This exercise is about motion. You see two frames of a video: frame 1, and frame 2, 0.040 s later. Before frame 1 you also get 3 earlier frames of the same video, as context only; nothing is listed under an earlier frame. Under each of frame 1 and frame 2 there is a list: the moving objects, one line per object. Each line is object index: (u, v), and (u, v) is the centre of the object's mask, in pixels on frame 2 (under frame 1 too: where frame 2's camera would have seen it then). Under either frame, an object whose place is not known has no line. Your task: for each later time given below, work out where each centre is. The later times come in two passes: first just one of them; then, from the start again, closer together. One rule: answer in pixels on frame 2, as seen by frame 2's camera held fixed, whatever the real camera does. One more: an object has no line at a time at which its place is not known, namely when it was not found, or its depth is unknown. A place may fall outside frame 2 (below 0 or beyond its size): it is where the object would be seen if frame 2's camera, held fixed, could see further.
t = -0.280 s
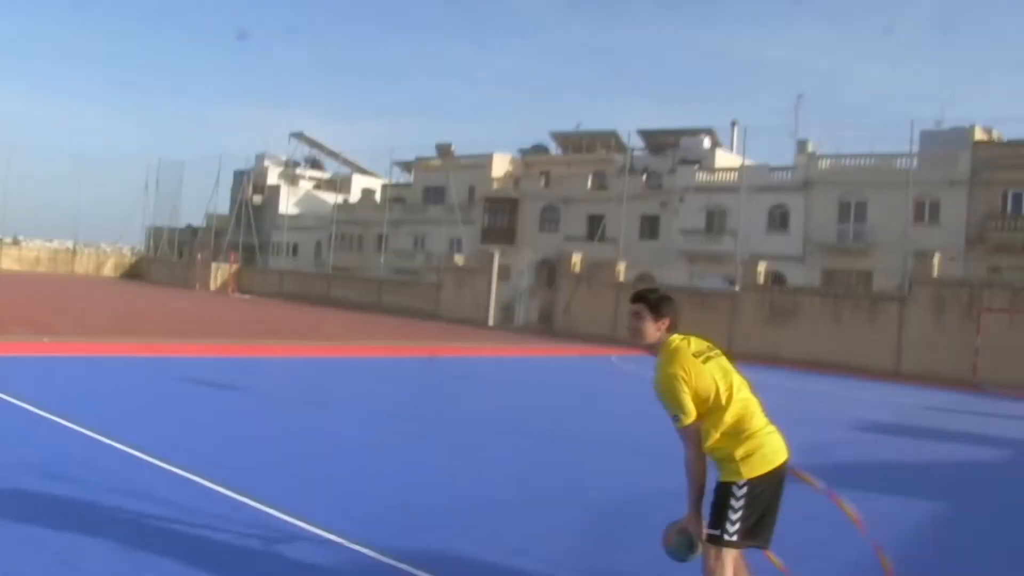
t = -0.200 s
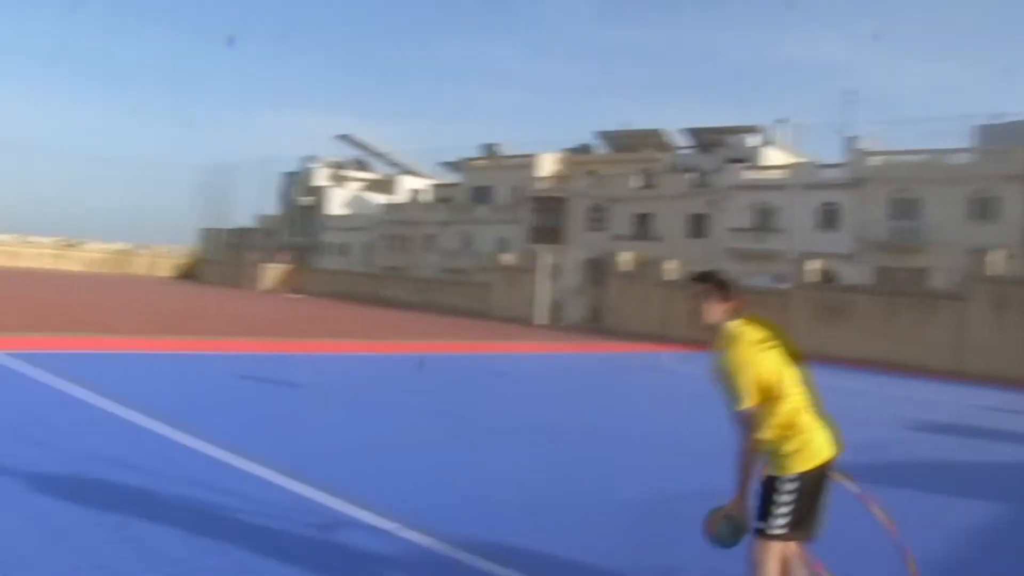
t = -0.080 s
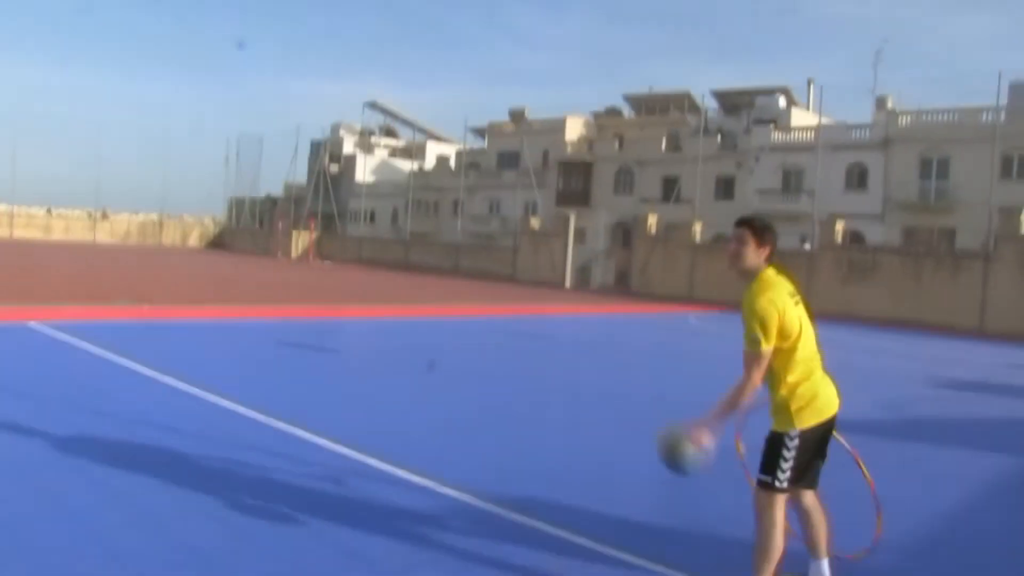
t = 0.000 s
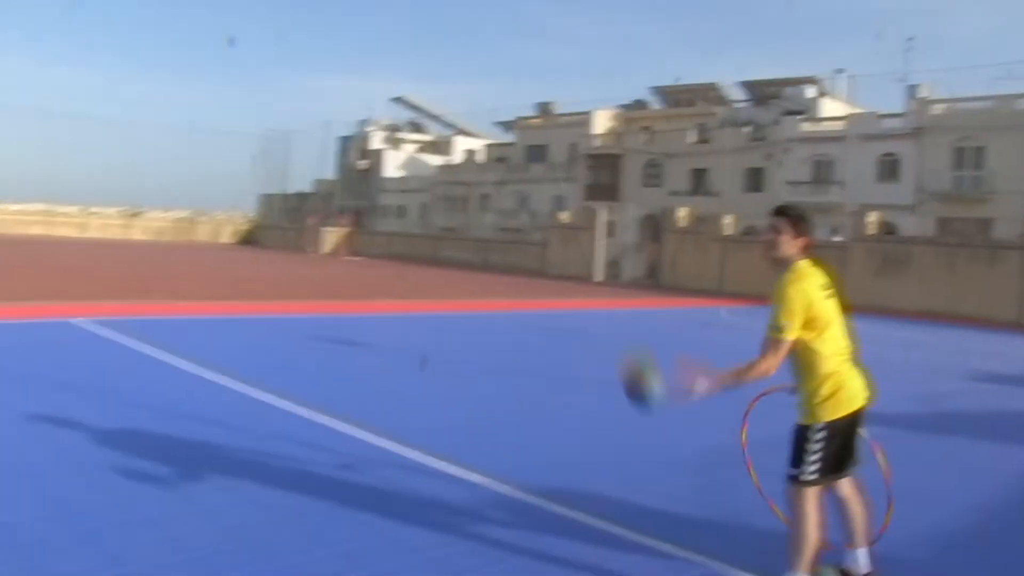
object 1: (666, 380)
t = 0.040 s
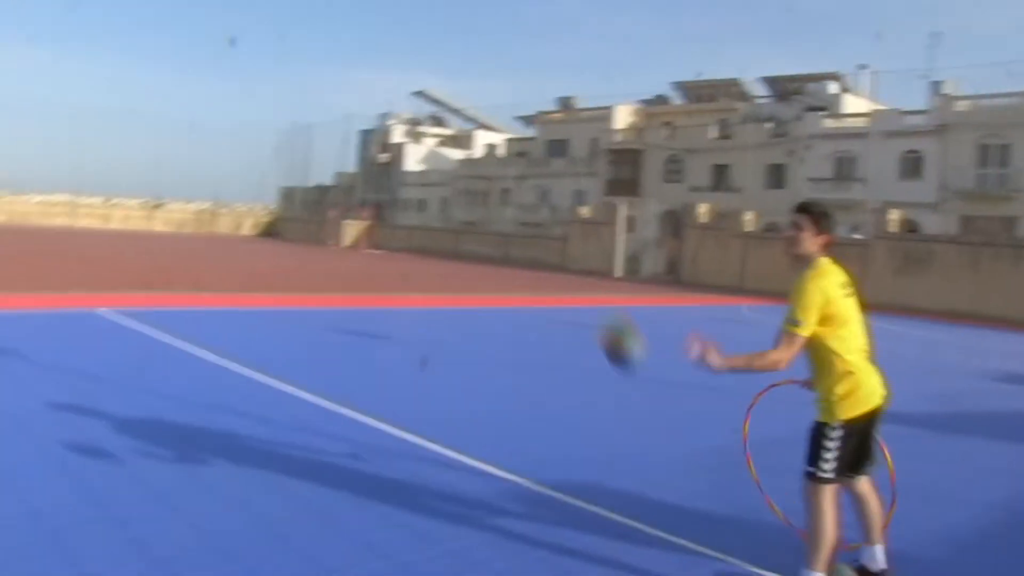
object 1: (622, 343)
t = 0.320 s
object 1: (330, 178)
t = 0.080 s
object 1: (580, 312)
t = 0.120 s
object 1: (545, 284)
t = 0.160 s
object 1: (507, 257)
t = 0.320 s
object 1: (330, 178)
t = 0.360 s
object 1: (281, 167)
